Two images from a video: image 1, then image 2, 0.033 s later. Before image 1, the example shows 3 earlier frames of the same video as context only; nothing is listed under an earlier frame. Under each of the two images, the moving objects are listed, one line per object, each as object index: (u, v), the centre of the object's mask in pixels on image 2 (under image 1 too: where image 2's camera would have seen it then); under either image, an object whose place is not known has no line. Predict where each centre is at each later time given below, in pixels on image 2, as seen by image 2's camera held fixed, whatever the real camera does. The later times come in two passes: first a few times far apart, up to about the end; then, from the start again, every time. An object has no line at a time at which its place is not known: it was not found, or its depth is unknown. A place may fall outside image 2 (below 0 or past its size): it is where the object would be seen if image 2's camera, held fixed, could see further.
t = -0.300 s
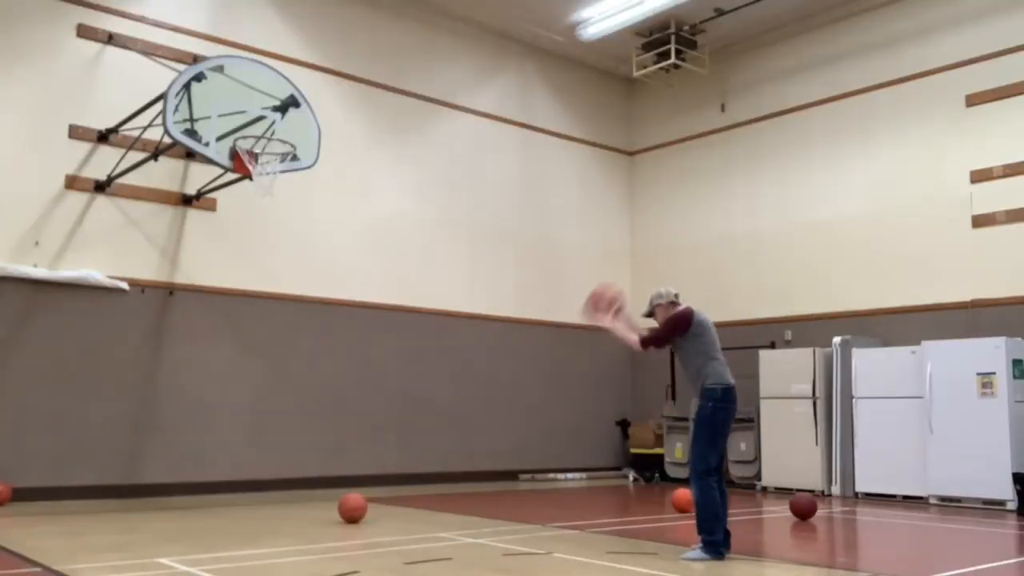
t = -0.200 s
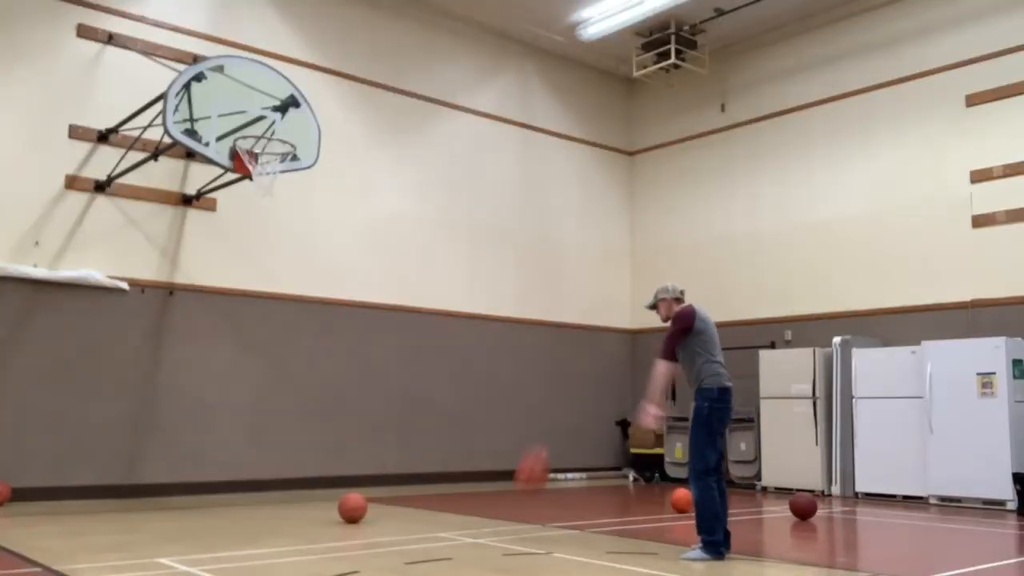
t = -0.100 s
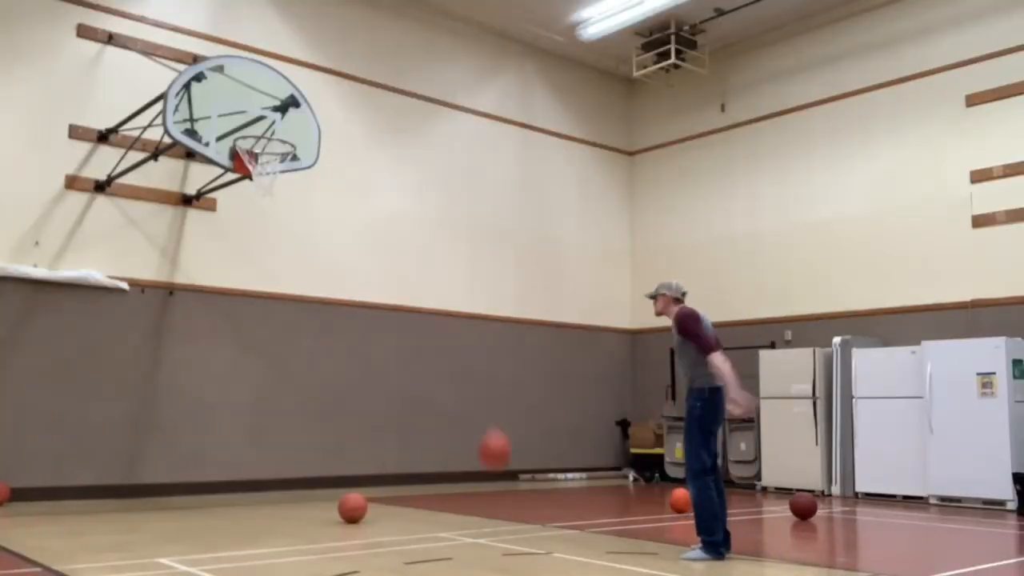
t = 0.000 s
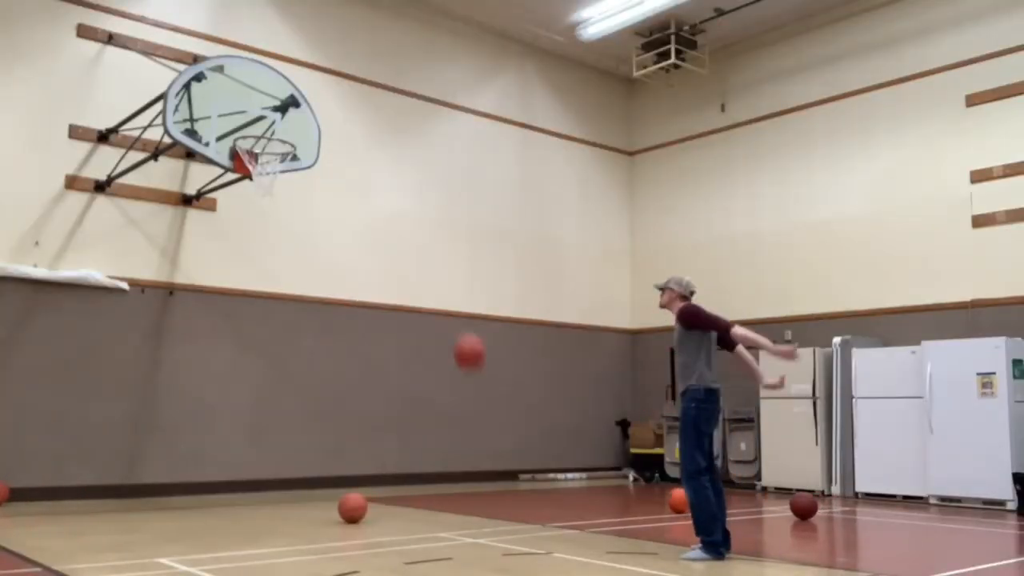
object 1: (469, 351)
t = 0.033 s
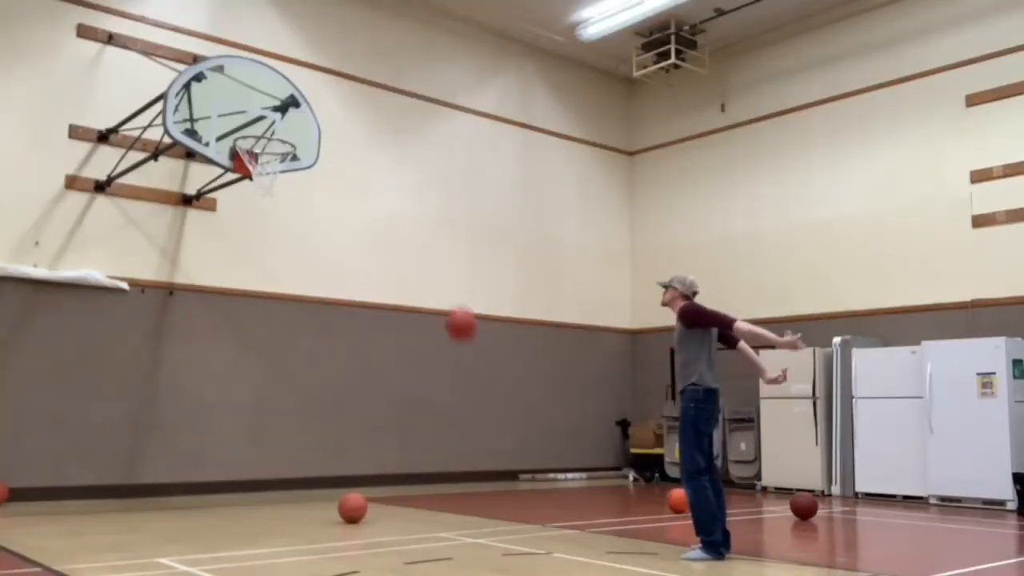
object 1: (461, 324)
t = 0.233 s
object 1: (413, 194)
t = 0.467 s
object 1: (360, 122)
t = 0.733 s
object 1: (303, 121)
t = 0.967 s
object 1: (268, 122)
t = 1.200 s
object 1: (273, 121)
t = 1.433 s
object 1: (268, 113)
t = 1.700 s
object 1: (256, 163)
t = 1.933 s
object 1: (260, 217)
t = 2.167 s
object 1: (262, 327)
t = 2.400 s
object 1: (259, 502)
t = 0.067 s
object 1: (452, 296)
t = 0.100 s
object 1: (444, 272)
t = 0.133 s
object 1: (436, 250)
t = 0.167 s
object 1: (429, 230)
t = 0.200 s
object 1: (421, 211)
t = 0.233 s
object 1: (413, 194)
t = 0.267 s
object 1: (405, 179)
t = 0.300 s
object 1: (397, 166)
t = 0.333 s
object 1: (390, 154)
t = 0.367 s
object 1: (382, 144)
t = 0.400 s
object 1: (375, 135)
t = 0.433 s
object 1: (368, 128)
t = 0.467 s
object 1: (360, 122)
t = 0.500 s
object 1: (353, 117)
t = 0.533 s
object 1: (346, 114)
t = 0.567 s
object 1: (339, 112)
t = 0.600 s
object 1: (331, 111)
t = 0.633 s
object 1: (324, 112)
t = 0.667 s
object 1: (317, 113)
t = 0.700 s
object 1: (310, 116)
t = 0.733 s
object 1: (303, 121)
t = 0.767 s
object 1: (296, 126)
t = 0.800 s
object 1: (289, 133)
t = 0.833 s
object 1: (282, 140)
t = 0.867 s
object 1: (275, 135)
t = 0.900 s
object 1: (268, 131)
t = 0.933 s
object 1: (266, 126)
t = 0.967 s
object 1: (268, 122)
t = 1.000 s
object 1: (268, 118)
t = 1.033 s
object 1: (269, 116)
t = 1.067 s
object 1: (270, 114)
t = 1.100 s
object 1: (271, 114)
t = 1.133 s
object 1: (271, 116)
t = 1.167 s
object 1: (272, 118)
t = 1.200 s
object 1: (273, 121)
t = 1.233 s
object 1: (273, 126)
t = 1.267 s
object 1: (273, 122)
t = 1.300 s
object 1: (272, 118)
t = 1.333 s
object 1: (270, 115)
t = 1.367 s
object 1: (270, 113)
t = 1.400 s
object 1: (269, 113)
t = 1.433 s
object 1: (268, 113)
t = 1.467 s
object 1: (267, 115)
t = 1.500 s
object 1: (266, 118)
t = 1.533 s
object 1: (265, 122)
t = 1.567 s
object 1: (263, 128)
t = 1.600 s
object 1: (262, 135)
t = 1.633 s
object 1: (259, 146)
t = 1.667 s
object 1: (258, 154)
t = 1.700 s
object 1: (256, 163)
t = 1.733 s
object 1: (258, 171)
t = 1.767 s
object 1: (257, 176)
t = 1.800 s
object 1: (259, 187)
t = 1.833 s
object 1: (259, 191)
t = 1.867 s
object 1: (260, 197)
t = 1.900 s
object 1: (260, 206)
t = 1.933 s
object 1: (260, 217)
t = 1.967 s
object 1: (261, 229)
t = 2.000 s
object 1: (261, 242)
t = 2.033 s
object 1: (261, 256)
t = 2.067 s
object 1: (262, 272)
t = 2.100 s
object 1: (262, 290)
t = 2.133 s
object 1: (262, 308)
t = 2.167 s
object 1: (262, 327)
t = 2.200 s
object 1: (262, 349)
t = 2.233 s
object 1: (262, 372)
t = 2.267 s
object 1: (261, 395)
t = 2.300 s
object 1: (261, 420)
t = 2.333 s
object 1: (261, 446)
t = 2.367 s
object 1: (260, 474)
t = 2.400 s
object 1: (259, 502)
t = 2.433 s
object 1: (261, 495)
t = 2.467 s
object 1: (263, 477)
